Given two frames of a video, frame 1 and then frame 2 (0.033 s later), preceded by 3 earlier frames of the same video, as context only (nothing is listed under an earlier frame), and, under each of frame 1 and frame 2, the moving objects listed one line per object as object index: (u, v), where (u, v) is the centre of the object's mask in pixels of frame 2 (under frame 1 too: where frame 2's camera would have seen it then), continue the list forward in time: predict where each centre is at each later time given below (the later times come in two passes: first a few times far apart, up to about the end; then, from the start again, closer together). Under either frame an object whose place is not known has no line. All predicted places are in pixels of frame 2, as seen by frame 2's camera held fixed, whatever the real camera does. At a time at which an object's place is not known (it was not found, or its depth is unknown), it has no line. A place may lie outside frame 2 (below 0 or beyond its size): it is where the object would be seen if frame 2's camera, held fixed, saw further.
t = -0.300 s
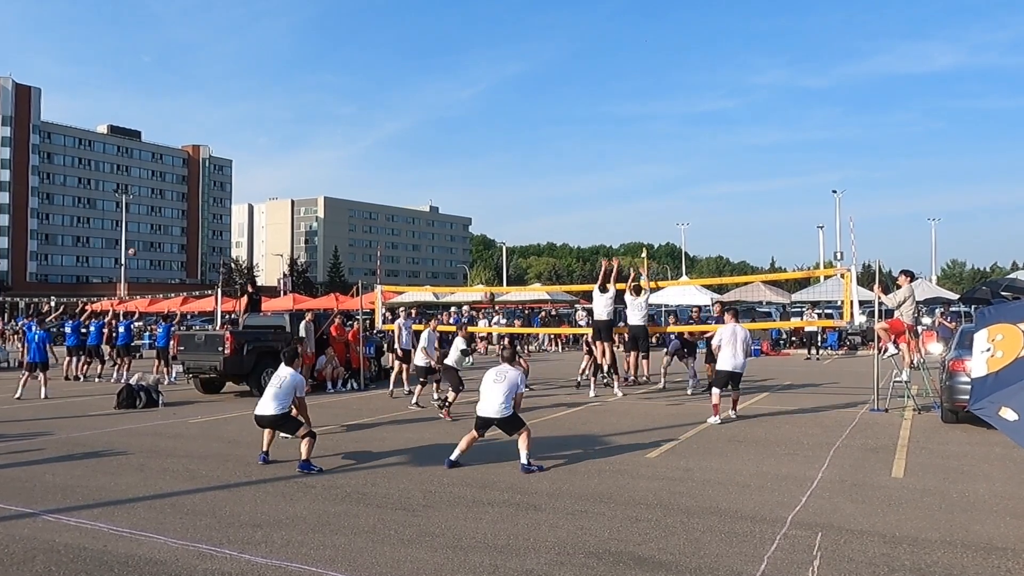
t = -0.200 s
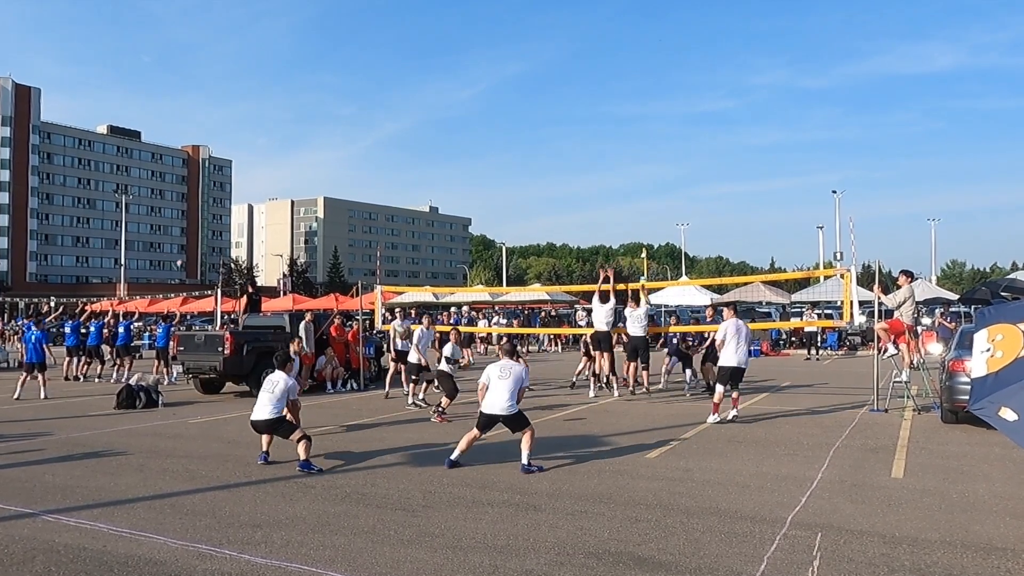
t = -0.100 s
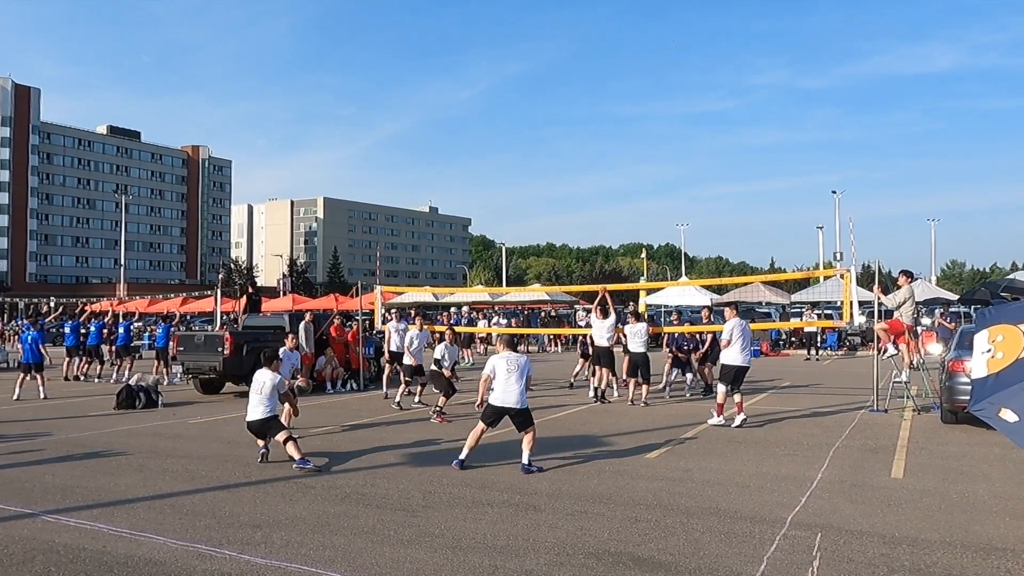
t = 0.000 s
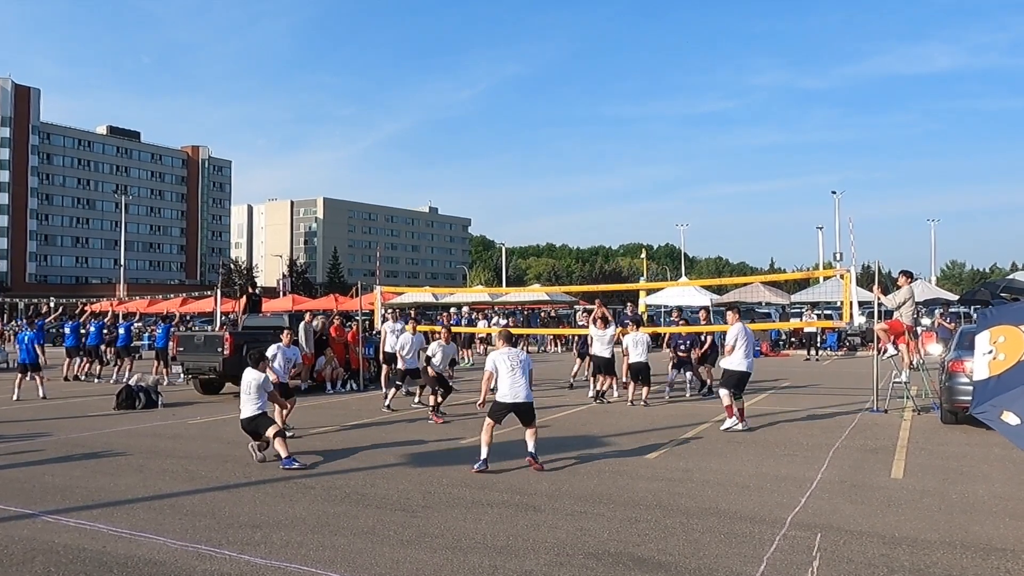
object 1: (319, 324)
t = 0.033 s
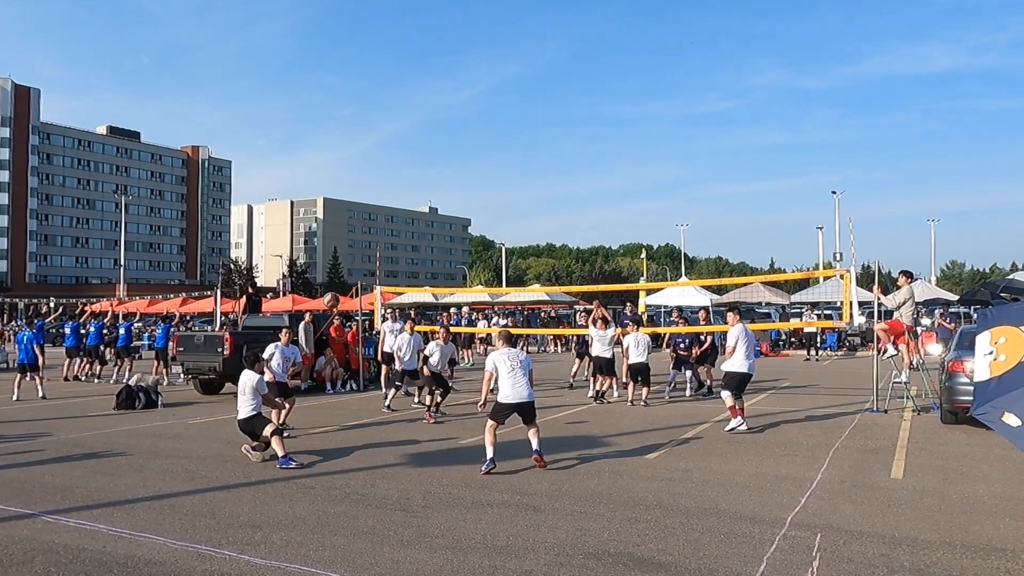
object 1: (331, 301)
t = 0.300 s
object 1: (403, 162)
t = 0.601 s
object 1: (468, 84)
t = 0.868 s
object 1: (516, 68)
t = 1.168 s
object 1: (562, 98)
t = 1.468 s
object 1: (603, 172)
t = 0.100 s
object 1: (349, 259)
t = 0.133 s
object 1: (359, 239)
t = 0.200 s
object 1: (378, 205)
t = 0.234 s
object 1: (387, 190)
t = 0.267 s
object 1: (395, 176)
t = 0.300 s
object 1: (403, 162)
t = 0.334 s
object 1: (411, 150)
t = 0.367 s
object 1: (419, 139)
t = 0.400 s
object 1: (426, 128)
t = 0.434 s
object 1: (434, 119)
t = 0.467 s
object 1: (441, 111)
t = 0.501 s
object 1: (448, 102)
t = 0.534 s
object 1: (454, 96)
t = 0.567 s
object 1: (461, 90)
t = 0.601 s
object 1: (468, 84)
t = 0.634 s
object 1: (474, 80)
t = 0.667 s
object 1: (481, 76)
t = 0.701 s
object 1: (487, 73)
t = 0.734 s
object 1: (493, 71)
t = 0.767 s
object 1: (499, 69)
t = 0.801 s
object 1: (504, 68)
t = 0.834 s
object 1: (510, 68)
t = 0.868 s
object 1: (516, 68)
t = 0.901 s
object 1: (521, 69)
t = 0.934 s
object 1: (527, 71)
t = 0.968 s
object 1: (532, 73)
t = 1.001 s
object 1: (538, 75)
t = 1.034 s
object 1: (542, 79)
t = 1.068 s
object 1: (548, 83)
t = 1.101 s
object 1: (553, 87)
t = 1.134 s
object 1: (557, 92)
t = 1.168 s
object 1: (562, 98)
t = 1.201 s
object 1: (567, 105)
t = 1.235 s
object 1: (572, 111)
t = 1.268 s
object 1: (577, 119)
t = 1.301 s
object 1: (582, 126)
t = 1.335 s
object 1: (586, 135)
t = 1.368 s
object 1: (590, 143)
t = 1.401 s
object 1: (595, 153)
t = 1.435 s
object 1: (599, 163)
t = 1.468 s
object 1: (603, 172)
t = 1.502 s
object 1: (608, 183)
